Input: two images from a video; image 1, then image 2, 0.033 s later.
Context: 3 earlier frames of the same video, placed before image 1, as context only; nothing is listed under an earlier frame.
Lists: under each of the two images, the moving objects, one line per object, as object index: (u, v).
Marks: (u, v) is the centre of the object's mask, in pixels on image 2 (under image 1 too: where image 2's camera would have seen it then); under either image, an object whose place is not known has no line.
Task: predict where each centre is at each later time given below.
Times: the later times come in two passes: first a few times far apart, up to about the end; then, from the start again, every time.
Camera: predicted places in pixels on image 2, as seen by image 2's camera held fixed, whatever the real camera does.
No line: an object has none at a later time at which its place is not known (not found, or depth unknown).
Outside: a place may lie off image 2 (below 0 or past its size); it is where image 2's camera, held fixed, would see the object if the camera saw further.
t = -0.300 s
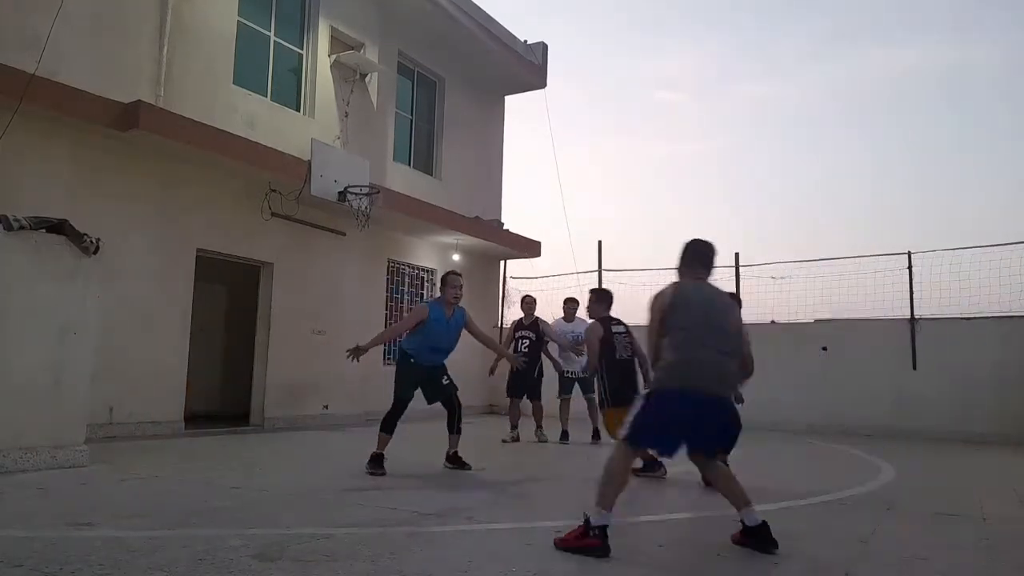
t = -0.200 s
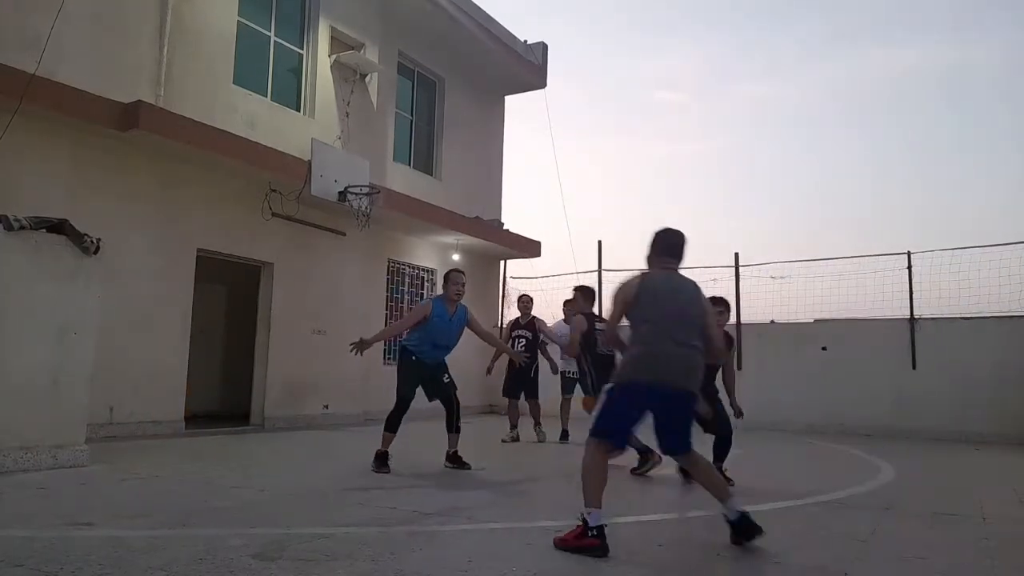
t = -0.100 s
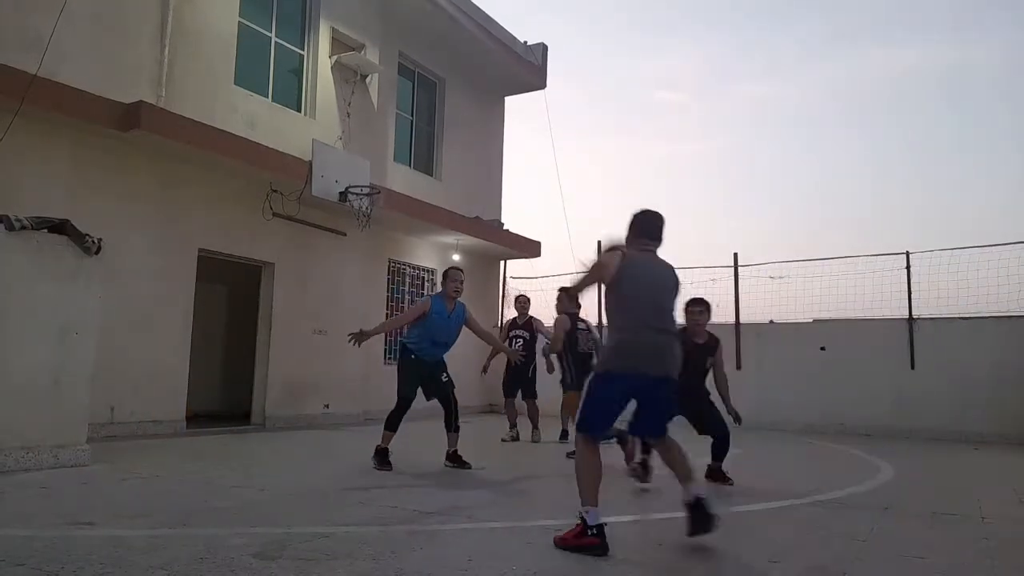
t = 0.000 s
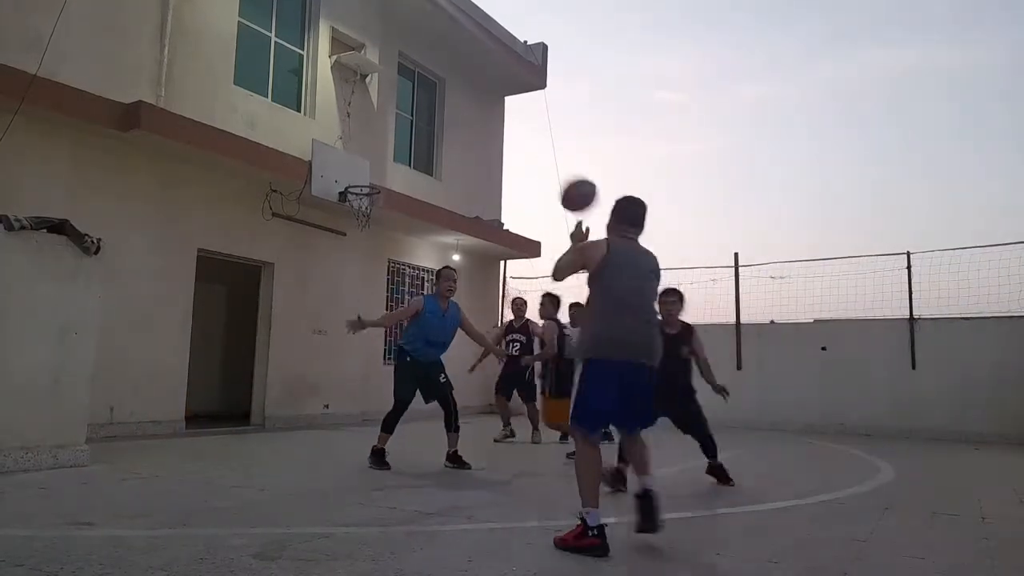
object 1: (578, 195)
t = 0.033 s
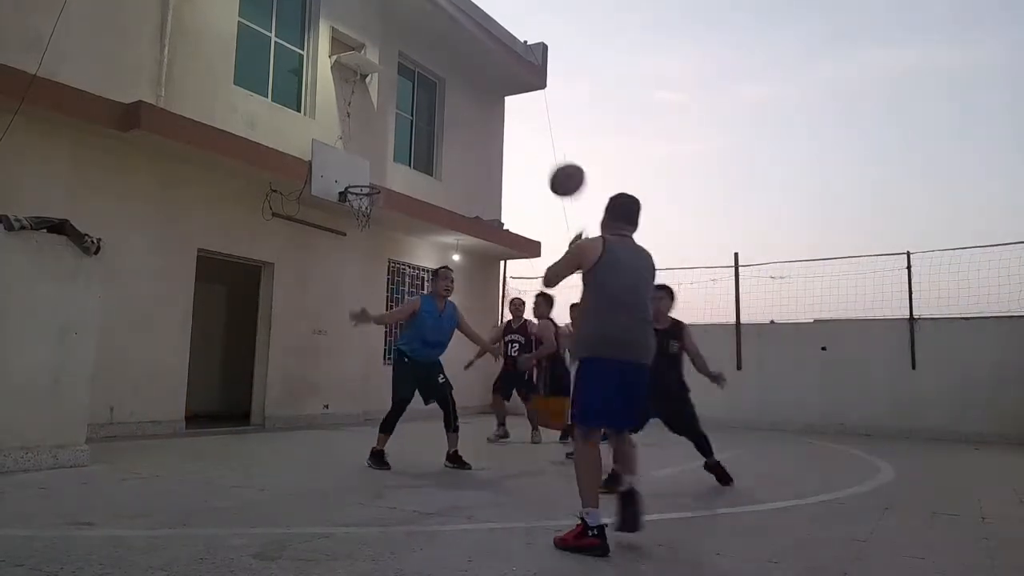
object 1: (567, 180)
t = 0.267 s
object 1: (501, 128)
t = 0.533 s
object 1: (446, 154)
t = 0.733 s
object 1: (409, 215)
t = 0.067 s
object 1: (556, 166)
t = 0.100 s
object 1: (545, 156)
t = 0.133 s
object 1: (536, 147)
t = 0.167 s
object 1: (526, 140)
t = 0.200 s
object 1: (518, 134)
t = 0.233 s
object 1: (509, 130)
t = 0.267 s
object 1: (501, 128)
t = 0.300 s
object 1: (492, 128)
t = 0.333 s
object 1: (486, 128)
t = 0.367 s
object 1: (477, 130)
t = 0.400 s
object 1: (471, 133)
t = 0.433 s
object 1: (465, 136)
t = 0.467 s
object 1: (457, 141)
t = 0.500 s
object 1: (451, 147)
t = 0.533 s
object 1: (446, 154)
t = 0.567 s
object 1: (440, 162)
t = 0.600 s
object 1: (434, 172)
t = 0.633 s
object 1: (427, 181)
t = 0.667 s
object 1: (421, 191)
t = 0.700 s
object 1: (416, 202)
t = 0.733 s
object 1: (409, 215)
